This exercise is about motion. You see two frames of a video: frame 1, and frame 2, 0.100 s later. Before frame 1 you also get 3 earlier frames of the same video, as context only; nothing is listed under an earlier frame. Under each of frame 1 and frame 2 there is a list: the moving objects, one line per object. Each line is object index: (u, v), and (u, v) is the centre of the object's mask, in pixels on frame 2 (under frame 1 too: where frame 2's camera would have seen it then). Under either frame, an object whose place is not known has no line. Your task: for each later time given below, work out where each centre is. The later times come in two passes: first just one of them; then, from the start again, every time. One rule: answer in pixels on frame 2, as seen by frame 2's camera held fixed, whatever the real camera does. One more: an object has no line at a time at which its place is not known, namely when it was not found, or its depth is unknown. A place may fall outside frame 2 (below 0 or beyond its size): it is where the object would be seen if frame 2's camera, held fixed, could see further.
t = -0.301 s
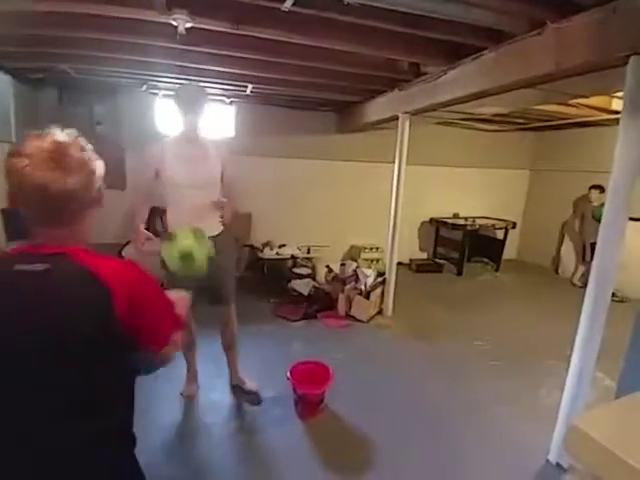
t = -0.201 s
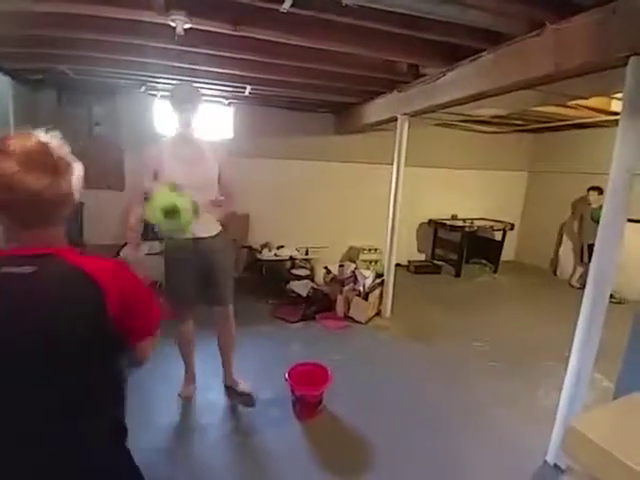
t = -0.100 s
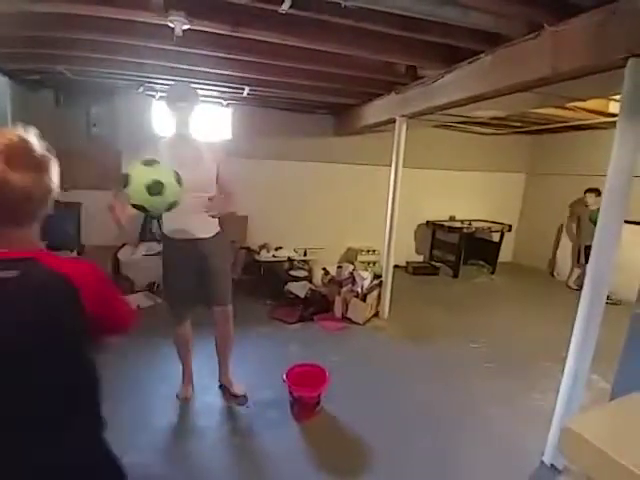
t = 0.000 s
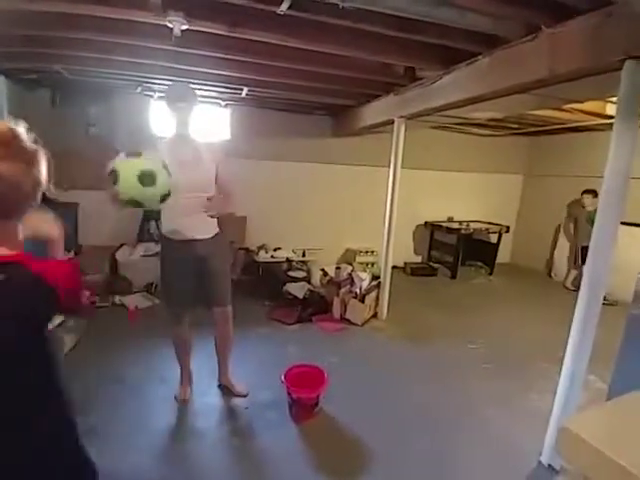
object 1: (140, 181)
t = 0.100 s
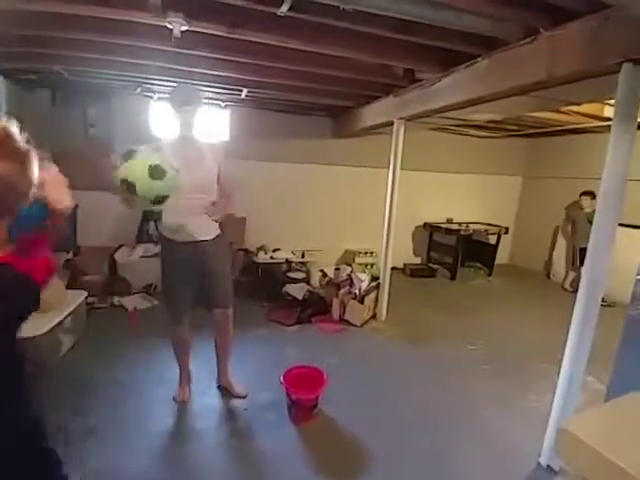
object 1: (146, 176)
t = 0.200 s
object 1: (159, 192)
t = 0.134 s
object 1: (149, 180)
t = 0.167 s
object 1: (152, 184)
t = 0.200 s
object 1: (159, 192)
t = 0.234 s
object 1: (160, 207)
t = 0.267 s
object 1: (165, 221)
